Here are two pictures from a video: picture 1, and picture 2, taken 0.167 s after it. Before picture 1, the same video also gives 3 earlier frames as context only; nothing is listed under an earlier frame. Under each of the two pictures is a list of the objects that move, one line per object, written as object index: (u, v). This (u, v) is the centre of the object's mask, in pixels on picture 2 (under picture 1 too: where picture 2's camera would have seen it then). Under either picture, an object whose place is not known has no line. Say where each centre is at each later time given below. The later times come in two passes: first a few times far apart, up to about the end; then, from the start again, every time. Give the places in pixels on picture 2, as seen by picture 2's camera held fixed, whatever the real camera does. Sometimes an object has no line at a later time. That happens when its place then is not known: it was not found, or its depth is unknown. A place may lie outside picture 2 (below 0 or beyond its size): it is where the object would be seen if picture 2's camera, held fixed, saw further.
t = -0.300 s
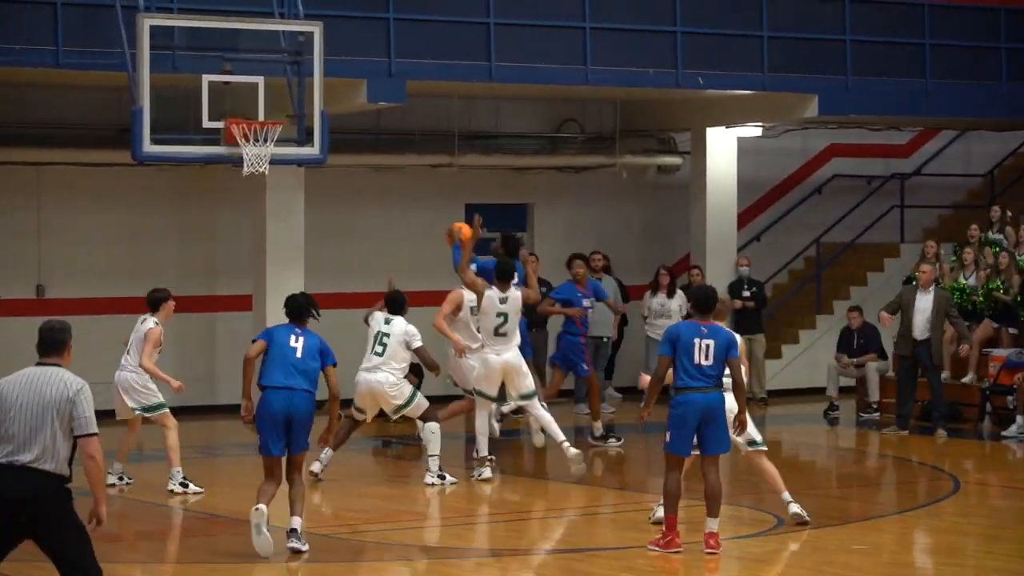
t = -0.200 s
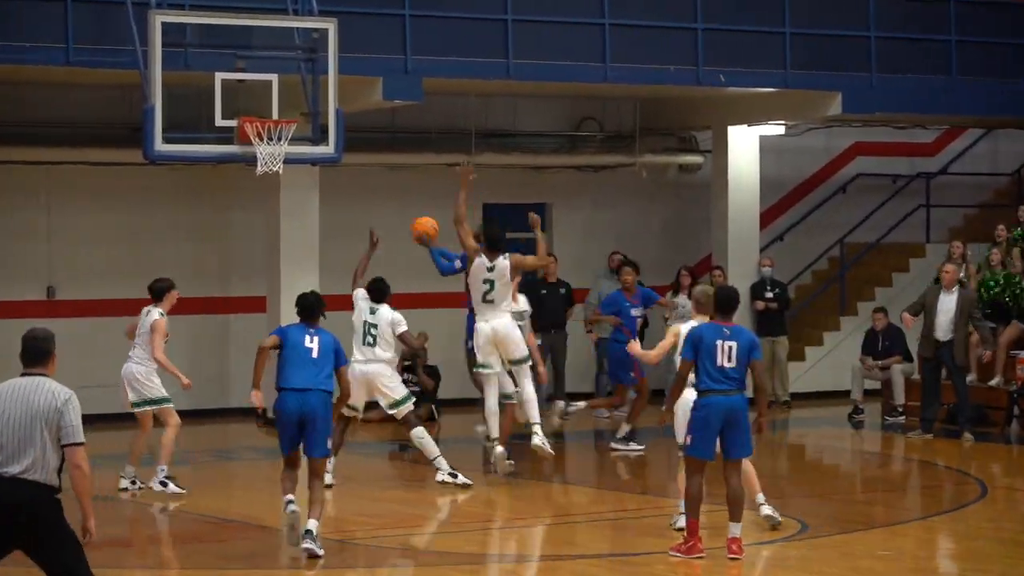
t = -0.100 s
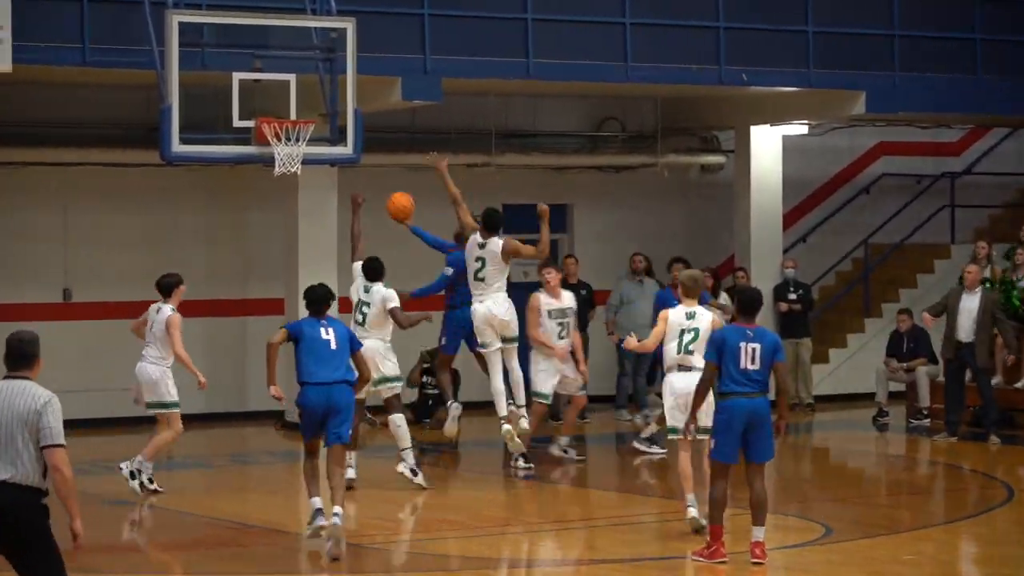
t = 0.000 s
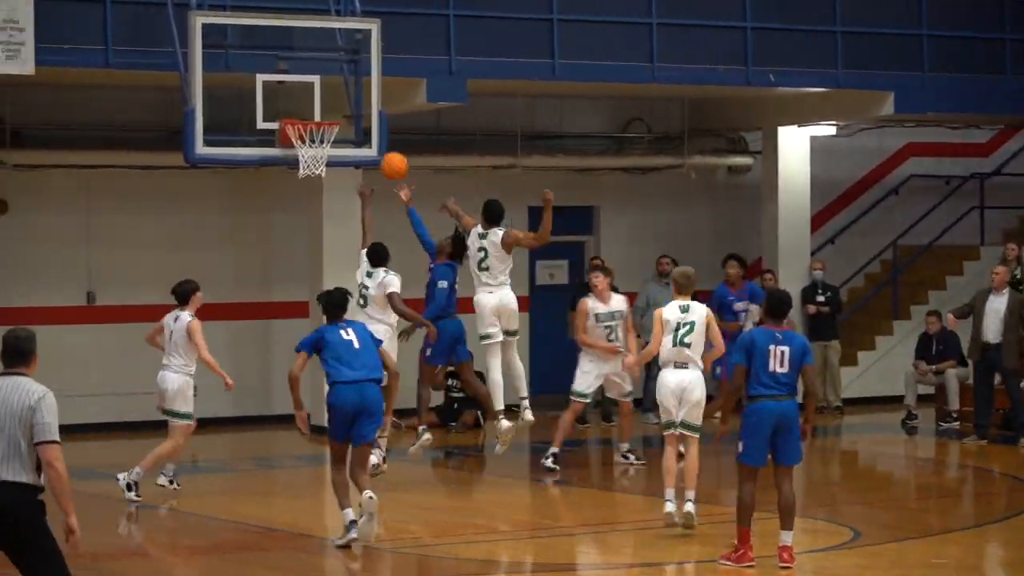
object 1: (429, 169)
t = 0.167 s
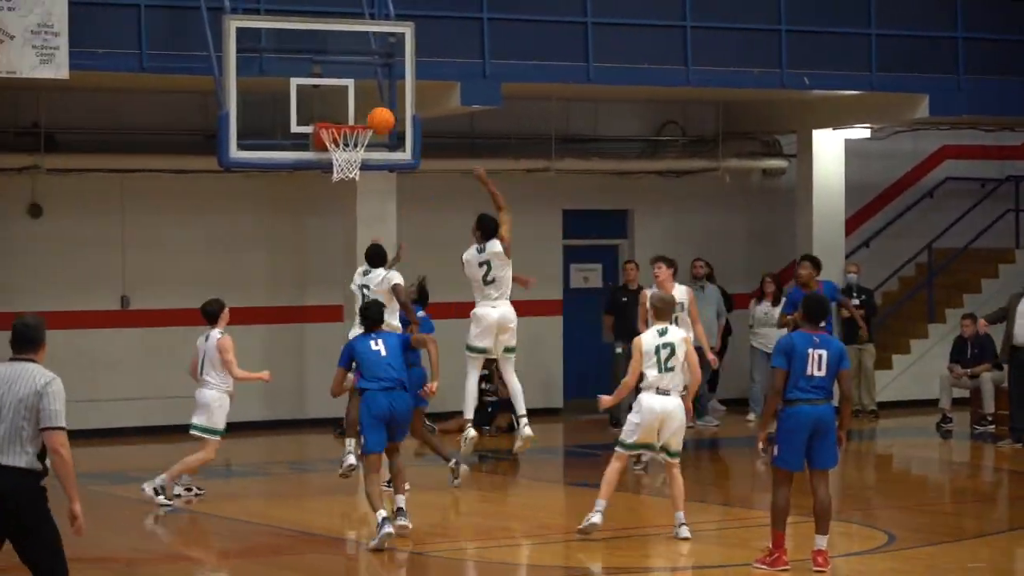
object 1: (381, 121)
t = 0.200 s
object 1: (373, 114)
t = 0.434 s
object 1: (359, 109)
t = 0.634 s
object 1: (350, 147)
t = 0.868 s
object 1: (344, 191)
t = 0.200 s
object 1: (373, 114)
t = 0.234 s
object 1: (371, 110)
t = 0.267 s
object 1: (369, 107)
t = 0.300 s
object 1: (367, 104)
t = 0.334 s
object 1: (365, 104)
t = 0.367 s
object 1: (363, 104)
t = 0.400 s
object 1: (361, 106)
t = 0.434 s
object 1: (359, 109)
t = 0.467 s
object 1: (357, 112)
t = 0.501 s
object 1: (355, 117)
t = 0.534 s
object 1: (353, 124)
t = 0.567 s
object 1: (350, 132)
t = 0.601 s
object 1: (349, 139)
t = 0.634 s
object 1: (350, 147)
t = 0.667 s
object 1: (350, 150)
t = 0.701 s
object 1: (348, 157)
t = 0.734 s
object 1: (349, 165)
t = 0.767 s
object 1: (347, 169)
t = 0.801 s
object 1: (345, 174)
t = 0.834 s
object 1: (345, 182)
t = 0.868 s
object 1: (344, 191)
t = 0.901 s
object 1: (343, 202)
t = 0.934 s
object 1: (342, 214)
